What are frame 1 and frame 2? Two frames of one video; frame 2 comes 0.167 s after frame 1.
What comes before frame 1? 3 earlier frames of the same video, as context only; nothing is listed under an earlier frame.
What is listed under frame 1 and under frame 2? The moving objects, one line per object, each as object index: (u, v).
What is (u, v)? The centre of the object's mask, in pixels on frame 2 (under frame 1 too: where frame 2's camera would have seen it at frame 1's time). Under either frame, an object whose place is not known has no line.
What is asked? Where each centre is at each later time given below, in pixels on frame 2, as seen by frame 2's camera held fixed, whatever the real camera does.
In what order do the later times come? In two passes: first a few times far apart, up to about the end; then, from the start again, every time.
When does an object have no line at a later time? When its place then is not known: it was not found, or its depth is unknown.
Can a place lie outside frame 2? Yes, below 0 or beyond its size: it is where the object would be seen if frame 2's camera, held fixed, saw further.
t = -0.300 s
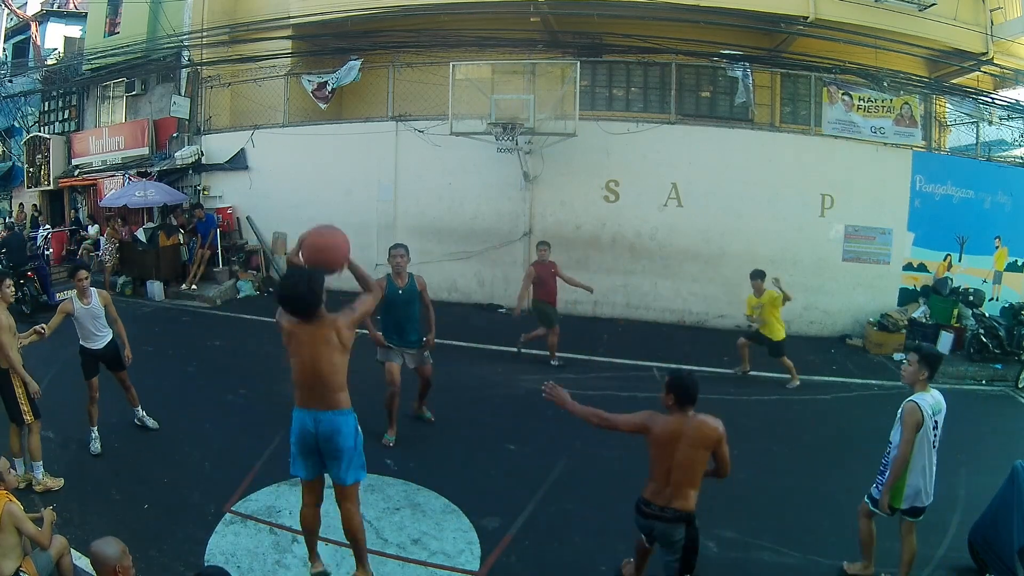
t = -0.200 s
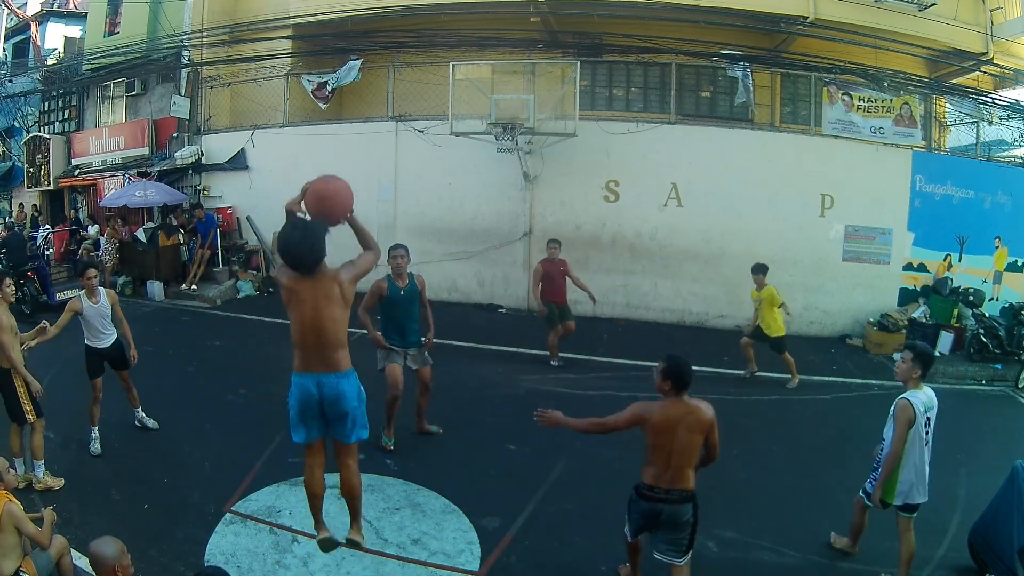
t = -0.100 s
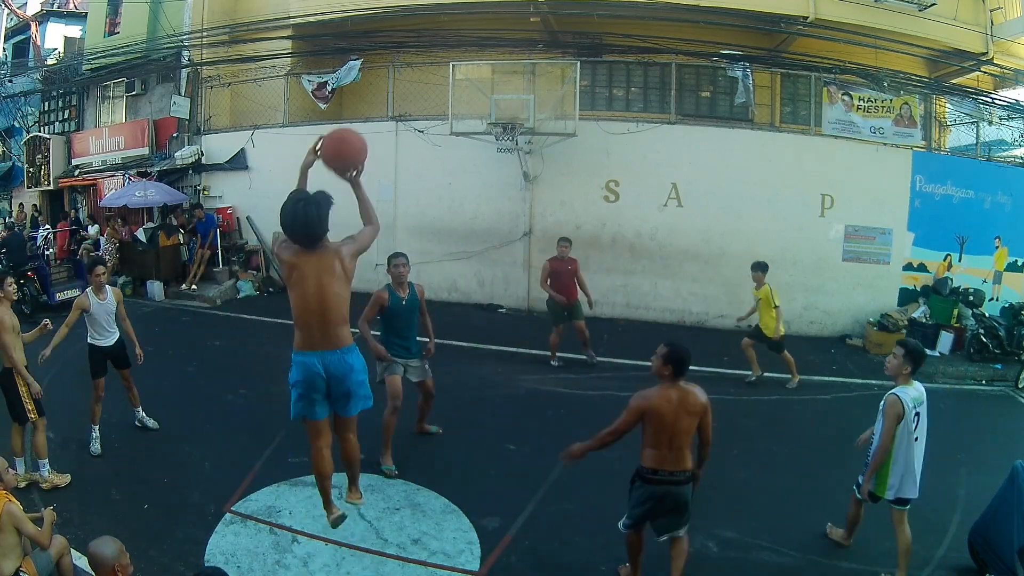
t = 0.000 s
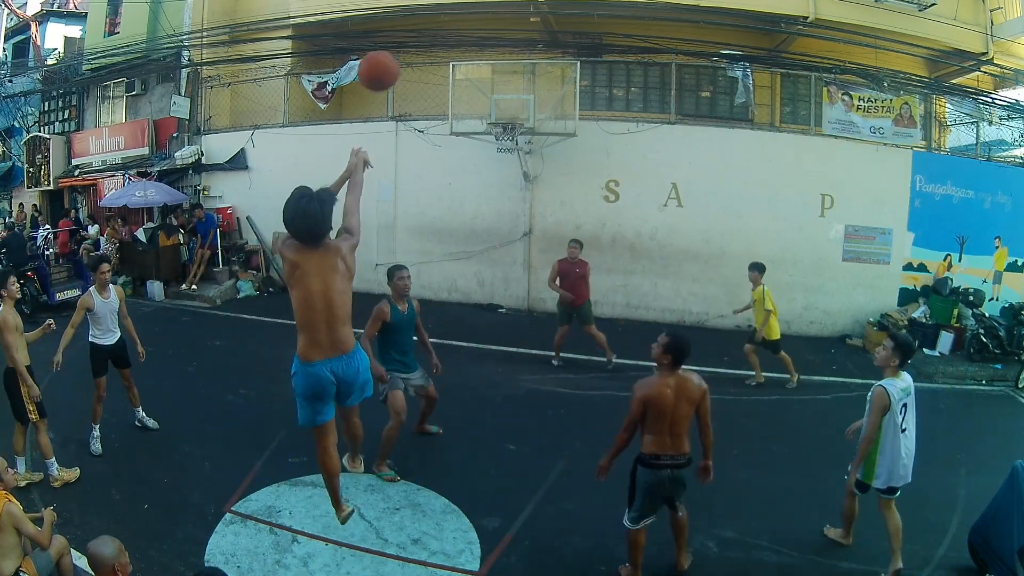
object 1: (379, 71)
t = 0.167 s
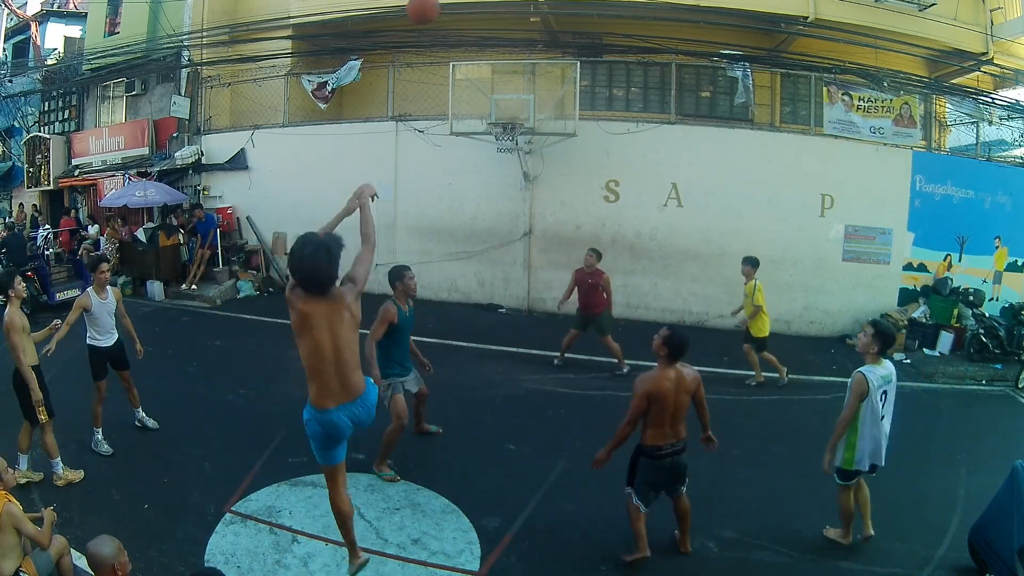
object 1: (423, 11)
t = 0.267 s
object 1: (442, 5)
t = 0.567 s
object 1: (477, 26)
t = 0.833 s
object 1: (494, 97)
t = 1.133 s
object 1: (498, 114)
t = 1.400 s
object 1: (508, 122)
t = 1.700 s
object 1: (500, 159)
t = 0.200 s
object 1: (430, 8)
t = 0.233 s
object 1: (436, 6)
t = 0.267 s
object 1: (442, 5)
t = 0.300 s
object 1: (447, 4)
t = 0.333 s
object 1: (452, 4)
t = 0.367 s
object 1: (456, 5)
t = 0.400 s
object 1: (461, 6)
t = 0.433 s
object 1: (465, 7)
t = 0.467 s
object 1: (468, 9)
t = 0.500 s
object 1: (472, 14)
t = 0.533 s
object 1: (474, 19)
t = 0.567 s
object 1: (477, 26)
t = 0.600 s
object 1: (480, 32)
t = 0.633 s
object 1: (482, 40)
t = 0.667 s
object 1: (485, 48)
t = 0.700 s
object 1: (486, 57)
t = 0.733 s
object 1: (489, 67)
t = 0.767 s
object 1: (491, 77)
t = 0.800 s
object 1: (493, 87)
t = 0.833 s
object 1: (494, 97)
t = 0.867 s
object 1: (496, 108)
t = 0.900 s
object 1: (498, 118)
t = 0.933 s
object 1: (507, 120)
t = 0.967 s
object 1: (512, 122)
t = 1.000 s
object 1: (509, 121)
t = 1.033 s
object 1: (502, 118)
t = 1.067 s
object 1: (496, 118)
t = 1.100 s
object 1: (496, 116)
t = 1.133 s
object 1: (498, 114)
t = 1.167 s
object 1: (499, 112)
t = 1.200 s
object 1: (499, 112)
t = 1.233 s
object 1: (500, 112)
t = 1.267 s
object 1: (502, 113)
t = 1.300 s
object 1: (503, 114)
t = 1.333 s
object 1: (504, 116)
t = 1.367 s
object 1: (505, 118)
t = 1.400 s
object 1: (508, 122)
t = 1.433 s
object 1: (510, 129)
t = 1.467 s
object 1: (509, 132)
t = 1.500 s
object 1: (508, 134)
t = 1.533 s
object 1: (507, 138)
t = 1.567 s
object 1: (505, 142)
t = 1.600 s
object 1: (504, 147)
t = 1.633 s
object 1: (502, 151)
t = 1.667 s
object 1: (501, 154)
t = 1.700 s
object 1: (500, 159)
